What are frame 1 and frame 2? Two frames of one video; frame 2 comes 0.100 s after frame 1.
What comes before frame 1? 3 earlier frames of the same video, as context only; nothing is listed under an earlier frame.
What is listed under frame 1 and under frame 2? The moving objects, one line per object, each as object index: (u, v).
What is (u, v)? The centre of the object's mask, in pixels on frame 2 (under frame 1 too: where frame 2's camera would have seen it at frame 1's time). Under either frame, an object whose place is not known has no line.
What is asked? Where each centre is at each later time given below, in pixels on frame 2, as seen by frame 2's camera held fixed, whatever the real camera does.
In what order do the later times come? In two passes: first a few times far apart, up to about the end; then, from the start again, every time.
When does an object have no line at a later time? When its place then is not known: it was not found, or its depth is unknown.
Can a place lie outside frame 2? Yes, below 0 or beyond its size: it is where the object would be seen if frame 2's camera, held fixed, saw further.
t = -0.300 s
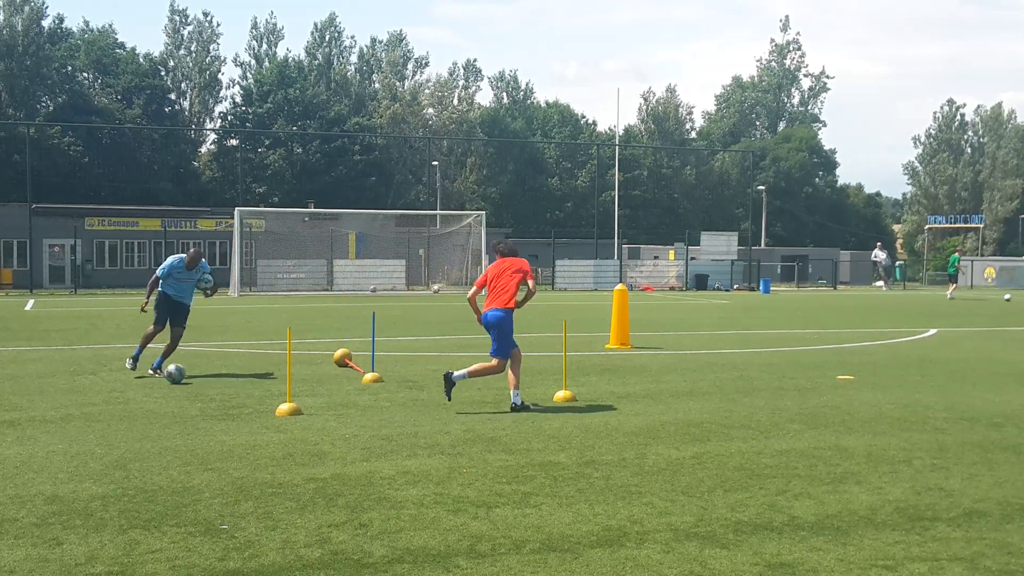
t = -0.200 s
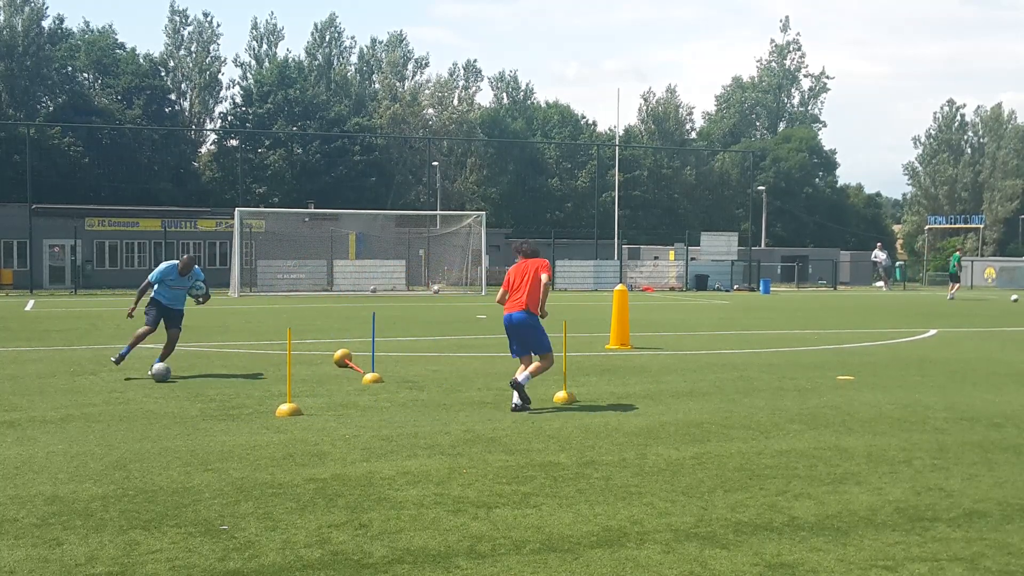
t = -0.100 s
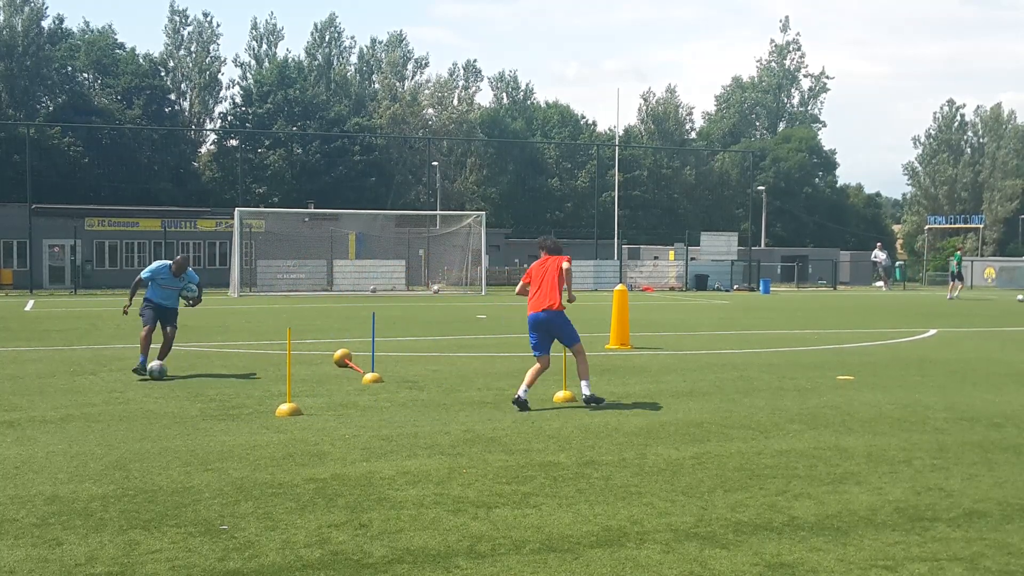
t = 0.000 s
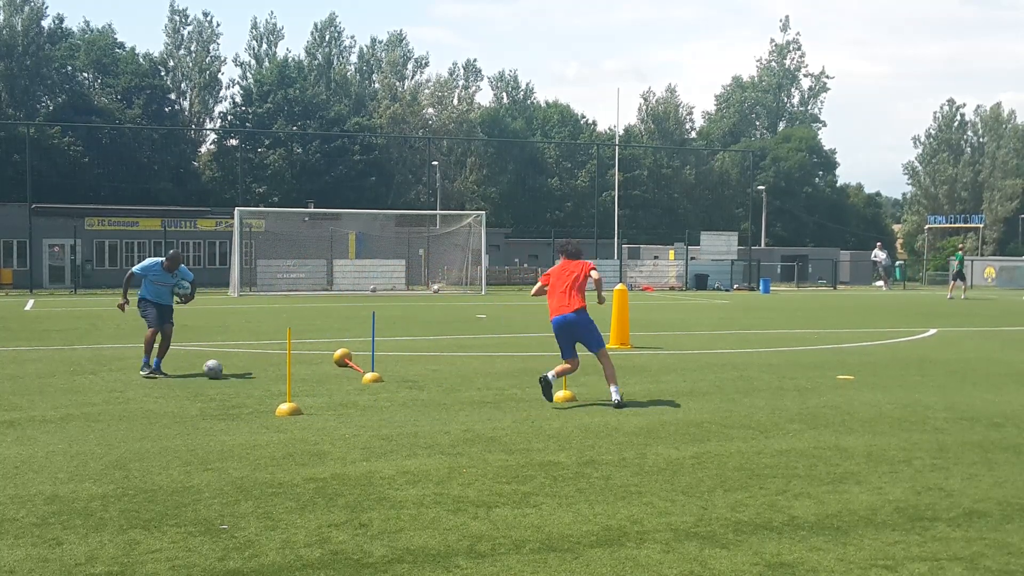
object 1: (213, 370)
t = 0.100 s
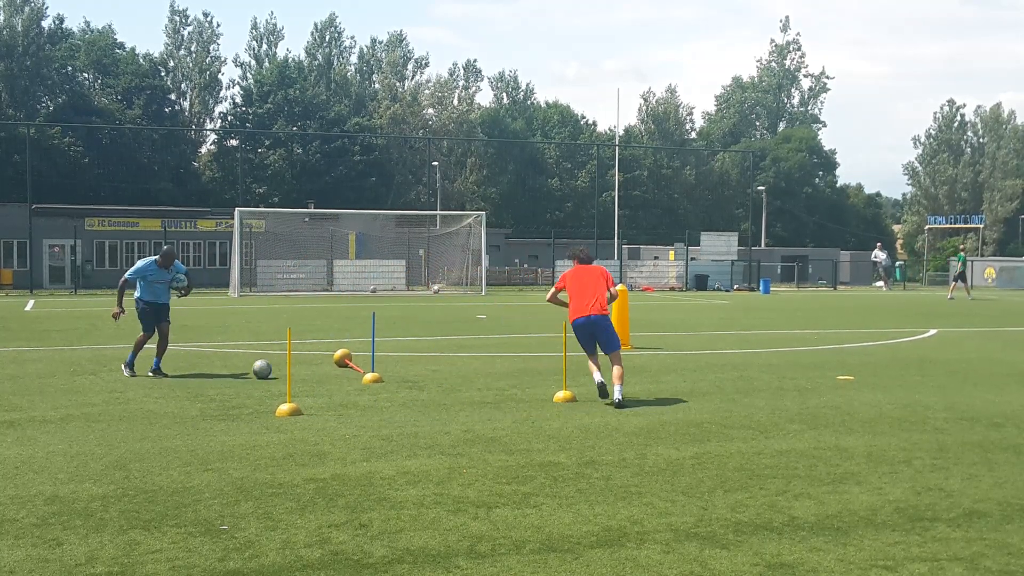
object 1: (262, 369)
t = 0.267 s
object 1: (332, 368)
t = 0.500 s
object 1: (408, 367)
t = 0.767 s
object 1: (484, 366)
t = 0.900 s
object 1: (518, 365)
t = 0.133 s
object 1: (277, 369)
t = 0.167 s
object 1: (292, 369)
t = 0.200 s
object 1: (305, 369)
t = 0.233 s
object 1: (319, 368)
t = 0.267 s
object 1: (332, 368)
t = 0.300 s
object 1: (344, 368)
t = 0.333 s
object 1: (356, 368)
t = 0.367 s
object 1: (365, 366)
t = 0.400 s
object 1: (380, 366)
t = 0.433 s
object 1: (388, 368)
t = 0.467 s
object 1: (398, 367)
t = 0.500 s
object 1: (408, 367)
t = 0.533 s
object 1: (417, 367)
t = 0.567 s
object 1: (427, 367)
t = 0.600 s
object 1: (437, 367)
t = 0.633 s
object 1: (446, 366)
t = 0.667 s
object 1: (456, 366)
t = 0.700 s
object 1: (465, 366)
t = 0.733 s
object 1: (474, 366)
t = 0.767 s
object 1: (484, 366)
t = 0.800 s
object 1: (492, 366)
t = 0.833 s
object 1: (501, 365)
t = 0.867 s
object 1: (510, 365)
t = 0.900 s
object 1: (518, 365)
